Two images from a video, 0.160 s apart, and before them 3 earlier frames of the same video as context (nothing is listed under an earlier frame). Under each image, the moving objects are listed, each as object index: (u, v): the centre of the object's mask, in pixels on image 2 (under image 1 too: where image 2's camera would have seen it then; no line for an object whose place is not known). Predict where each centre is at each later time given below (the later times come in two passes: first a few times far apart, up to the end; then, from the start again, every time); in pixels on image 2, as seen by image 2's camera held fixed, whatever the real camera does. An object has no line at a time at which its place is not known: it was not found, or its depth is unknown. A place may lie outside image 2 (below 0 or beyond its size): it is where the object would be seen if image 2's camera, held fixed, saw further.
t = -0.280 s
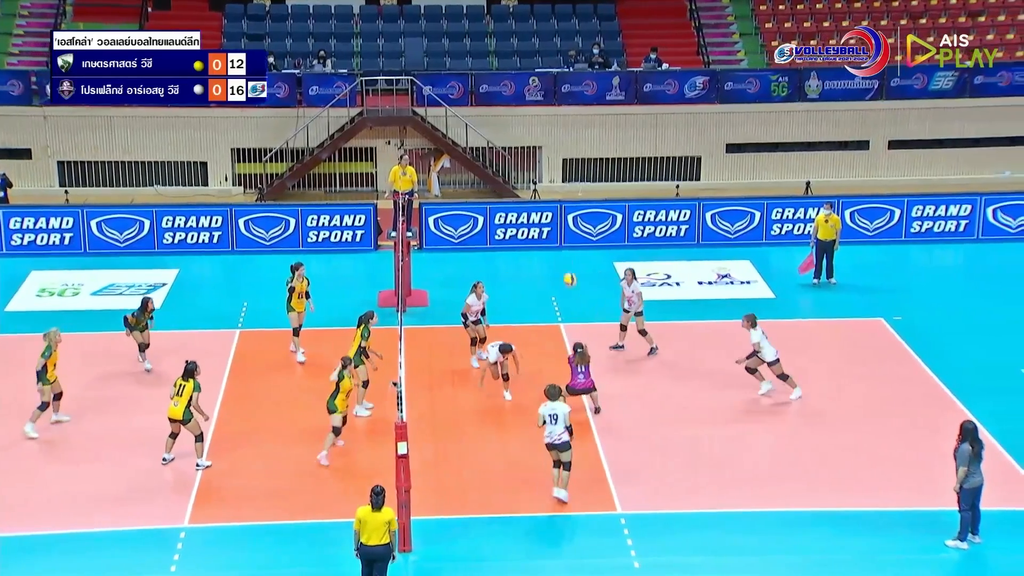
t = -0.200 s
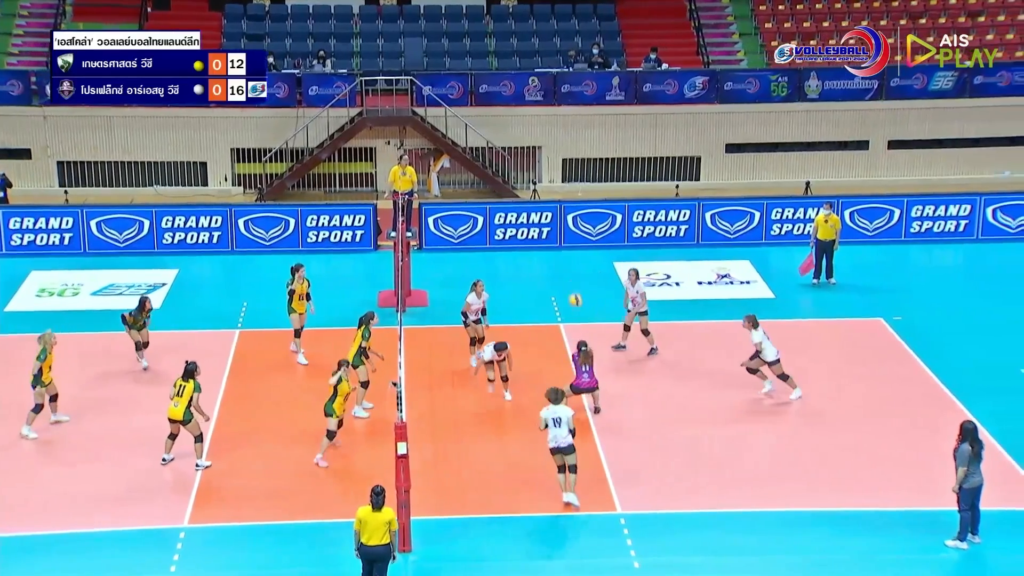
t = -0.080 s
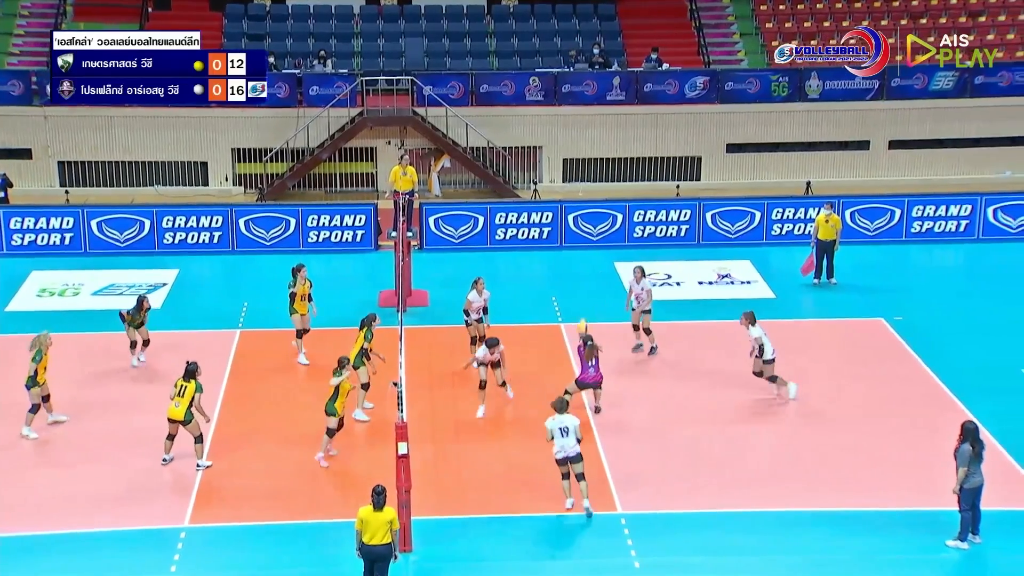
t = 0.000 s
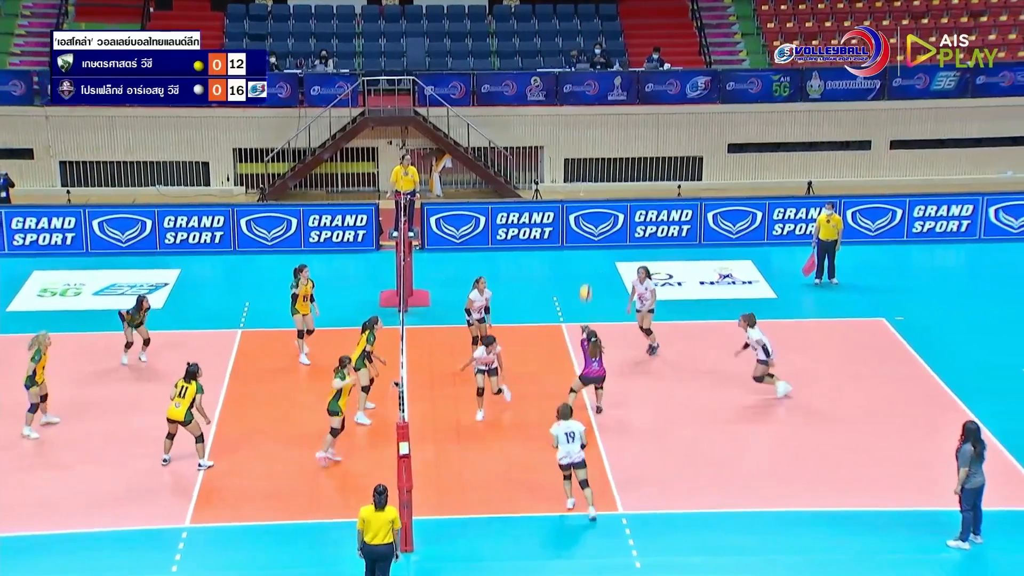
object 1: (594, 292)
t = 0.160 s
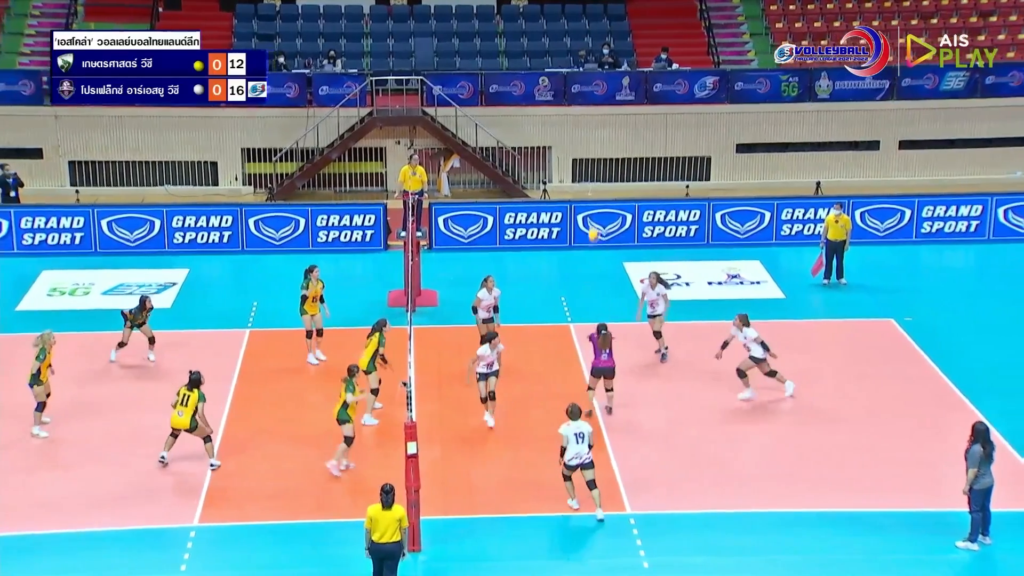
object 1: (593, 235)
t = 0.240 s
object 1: (594, 210)
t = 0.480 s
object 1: (594, 163)
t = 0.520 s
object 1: (594, 159)
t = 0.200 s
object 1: (594, 221)
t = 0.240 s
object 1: (594, 210)
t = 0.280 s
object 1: (594, 200)
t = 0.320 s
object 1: (594, 190)
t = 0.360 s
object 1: (594, 181)
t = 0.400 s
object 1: (594, 175)
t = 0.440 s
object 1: (594, 168)
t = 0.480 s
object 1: (594, 163)
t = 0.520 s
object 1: (594, 159)
